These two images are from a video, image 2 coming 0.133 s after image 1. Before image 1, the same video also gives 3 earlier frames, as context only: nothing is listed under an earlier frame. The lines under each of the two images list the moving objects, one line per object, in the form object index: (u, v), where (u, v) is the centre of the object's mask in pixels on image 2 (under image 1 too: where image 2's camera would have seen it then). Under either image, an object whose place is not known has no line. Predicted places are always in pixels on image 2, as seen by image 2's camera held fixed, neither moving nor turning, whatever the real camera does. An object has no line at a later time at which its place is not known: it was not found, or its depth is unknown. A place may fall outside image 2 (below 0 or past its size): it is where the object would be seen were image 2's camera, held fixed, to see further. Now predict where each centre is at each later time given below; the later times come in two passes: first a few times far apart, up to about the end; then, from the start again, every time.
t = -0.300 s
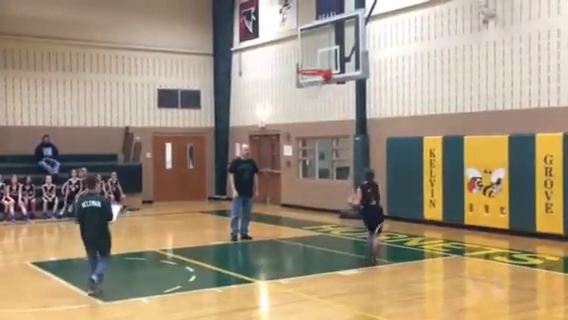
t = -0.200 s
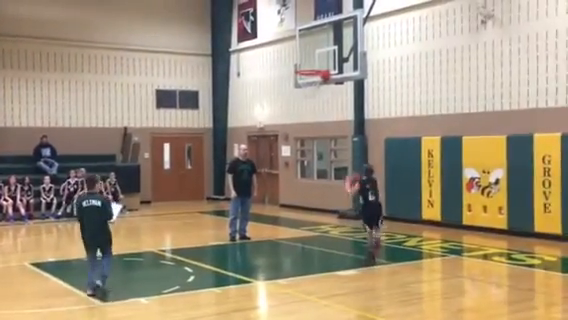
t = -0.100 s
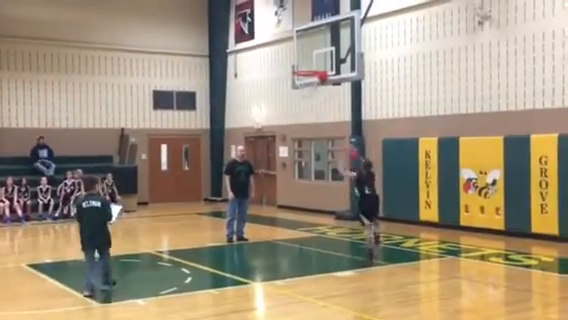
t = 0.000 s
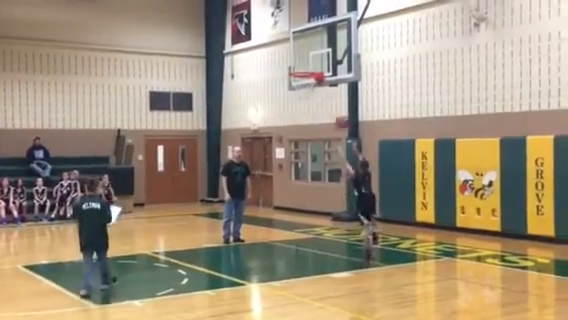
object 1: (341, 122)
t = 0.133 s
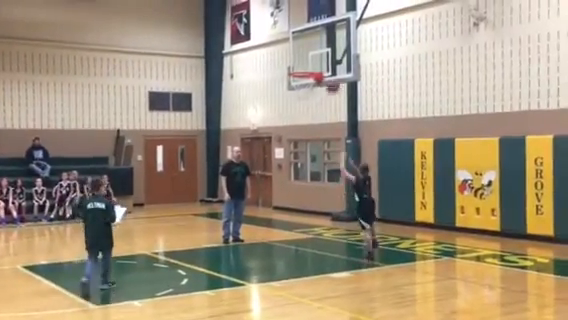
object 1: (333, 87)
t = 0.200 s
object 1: (327, 72)
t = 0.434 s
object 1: (315, 46)
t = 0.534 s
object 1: (309, 45)
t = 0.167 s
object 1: (329, 79)
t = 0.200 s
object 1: (327, 72)
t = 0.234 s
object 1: (328, 69)
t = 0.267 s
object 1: (324, 62)
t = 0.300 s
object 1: (322, 56)
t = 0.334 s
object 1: (321, 53)
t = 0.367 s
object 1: (319, 51)
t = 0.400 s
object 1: (317, 48)
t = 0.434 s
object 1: (315, 46)
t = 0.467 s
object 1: (313, 46)
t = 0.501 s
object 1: (310, 44)
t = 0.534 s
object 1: (309, 45)
